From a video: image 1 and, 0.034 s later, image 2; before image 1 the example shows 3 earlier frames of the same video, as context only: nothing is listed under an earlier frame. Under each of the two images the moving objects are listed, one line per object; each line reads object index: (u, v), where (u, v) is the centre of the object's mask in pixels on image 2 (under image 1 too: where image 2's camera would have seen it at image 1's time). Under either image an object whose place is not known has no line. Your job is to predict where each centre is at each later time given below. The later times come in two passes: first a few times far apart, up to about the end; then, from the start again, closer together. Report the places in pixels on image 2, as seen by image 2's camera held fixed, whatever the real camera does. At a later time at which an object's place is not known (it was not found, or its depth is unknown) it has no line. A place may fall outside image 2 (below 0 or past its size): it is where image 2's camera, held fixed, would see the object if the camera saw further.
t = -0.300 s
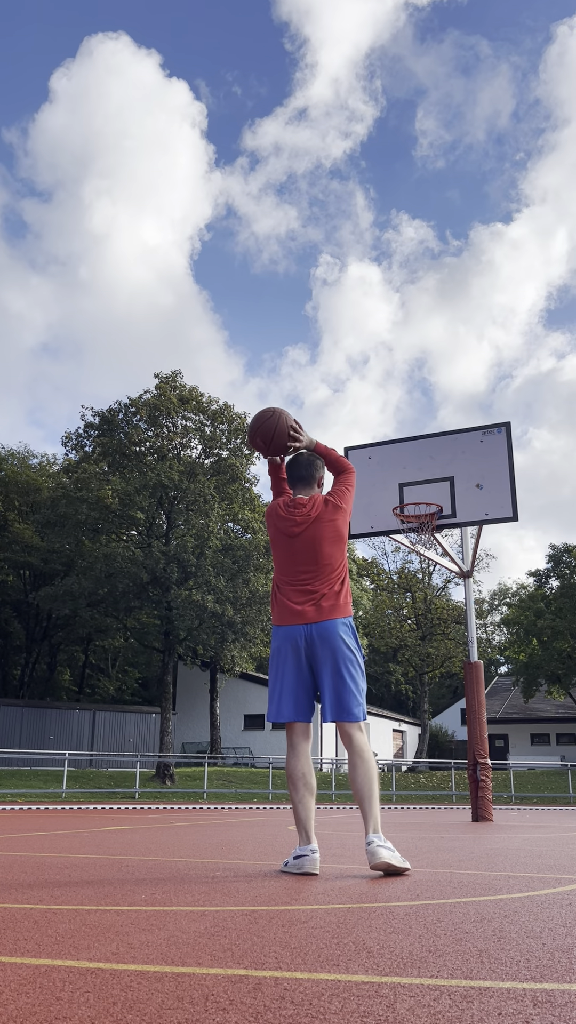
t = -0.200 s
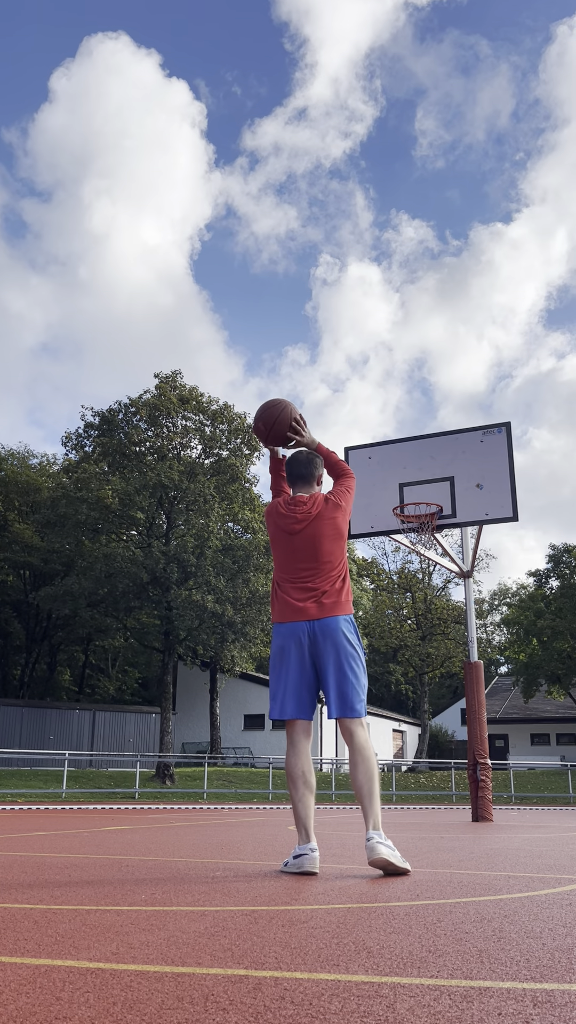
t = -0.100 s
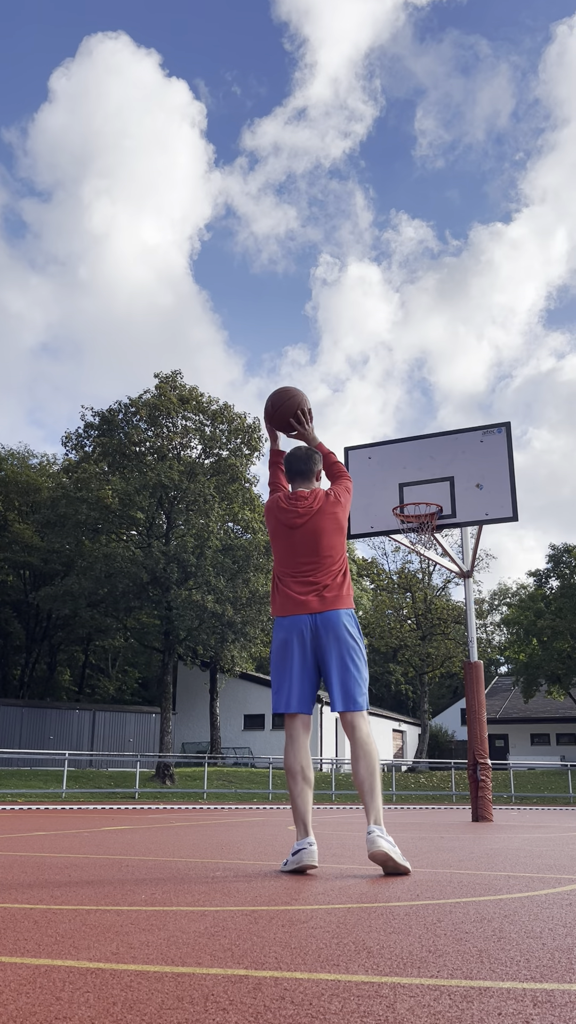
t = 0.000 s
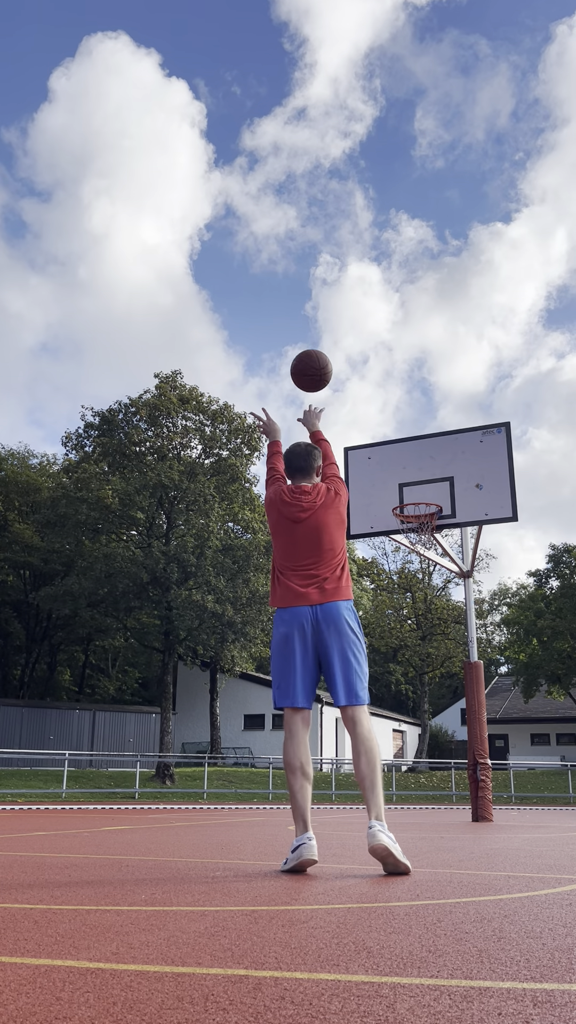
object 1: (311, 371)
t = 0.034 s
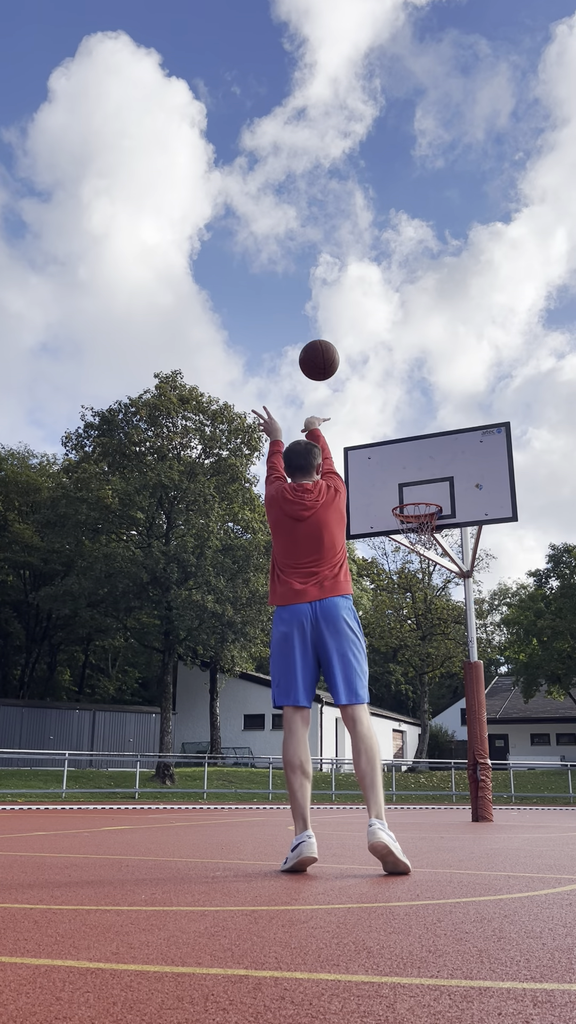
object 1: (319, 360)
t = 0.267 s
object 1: (361, 341)
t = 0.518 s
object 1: (392, 388)
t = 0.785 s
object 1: (418, 487)
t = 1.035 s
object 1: (397, 527)
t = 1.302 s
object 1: (416, 536)
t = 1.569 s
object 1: (454, 593)
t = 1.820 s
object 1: (493, 714)
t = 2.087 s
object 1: (521, 755)
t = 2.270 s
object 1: (530, 695)
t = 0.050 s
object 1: (323, 356)
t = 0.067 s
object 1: (326, 352)
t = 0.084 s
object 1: (330, 349)
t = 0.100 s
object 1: (333, 346)
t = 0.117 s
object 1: (336, 344)
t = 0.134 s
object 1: (339, 342)
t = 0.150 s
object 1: (342, 340)
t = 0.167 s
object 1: (345, 339)
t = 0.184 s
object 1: (348, 339)
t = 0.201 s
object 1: (351, 338)
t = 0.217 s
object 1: (353, 339)
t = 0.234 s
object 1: (356, 339)
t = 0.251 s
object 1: (358, 340)
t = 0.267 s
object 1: (361, 341)
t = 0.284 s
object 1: (363, 342)
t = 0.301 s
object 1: (365, 344)
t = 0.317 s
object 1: (368, 346)
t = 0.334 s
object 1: (370, 348)
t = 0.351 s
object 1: (372, 350)
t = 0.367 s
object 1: (374, 353)
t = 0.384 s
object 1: (377, 356)
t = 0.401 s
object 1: (378, 359)
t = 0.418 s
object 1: (381, 363)
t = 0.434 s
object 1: (383, 366)
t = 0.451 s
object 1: (384, 370)
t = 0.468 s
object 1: (386, 374)
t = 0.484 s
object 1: (388, 379)
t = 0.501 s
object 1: (390, 383)
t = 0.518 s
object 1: (392, 388)
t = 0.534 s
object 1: (394, 393)
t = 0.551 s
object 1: (395, 398)
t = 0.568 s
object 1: (397, 403)
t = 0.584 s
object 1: (399, 409)
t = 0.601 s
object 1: (401, 414)
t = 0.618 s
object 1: (402, 420)
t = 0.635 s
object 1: (404, 426)
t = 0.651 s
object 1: (406, 432)
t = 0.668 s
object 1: (407, 439)
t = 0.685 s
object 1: (408, 445)
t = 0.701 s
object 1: (410, 452)
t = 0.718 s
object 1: (411, 458)
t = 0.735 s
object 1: (413, 465)
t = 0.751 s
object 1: (415, 472)
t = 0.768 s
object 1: (416, 480)
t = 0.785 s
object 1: (418, 487)
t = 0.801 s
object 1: (419, 493)
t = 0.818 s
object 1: (420, 500)
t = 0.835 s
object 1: (422, 508)
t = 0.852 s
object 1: (423, 514)
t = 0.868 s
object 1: (423, 518)
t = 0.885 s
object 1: (422, 523)
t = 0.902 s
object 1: (418, 529)
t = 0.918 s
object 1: (415, 534)
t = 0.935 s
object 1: (412, 536)
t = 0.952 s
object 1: (409, 535)
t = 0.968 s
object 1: (406, 534)
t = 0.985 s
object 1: (402, 534)
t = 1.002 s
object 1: (400, 531)
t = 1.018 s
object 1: (398, 529)
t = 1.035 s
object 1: (397, 527)
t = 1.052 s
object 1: (398, 525)
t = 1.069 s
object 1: (396, 524)
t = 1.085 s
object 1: (396, 524)
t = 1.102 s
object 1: (396, 524)
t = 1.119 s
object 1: (397, 524)
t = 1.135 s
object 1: (398, 525)
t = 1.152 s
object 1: (399, 525)
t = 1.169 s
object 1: (401, 526)
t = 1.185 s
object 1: (402, 527)
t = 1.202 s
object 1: (404, 528)
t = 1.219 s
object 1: (407, 529)
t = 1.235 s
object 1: (409, 530)
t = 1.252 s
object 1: (410, 533)
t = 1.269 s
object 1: (412, 533)
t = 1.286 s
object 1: (414, 535)
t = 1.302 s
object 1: (416, 536)
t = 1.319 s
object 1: (419, 535)
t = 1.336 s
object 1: (421, 539)
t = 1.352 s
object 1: (424, 538)
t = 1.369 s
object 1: (426, 543)
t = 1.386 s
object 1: (429, 547)
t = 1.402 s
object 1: (431, 549)
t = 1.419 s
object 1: (433, 552)
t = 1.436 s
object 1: (435, 555)
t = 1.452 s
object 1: (437, 559)
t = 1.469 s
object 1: (440, 563)
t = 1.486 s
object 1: (442, 567)
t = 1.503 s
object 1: (444, 572)
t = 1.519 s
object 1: (447, 577)
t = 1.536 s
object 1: (449, 582)
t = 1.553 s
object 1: (452, 587)
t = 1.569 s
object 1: (454, 593)
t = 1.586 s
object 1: (456, 599)
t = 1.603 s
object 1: (459, 605)
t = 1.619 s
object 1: (461, 612)
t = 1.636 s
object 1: (464, 619)
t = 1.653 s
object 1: (467, 626)
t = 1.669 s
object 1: (469, 634)
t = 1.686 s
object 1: (472, 641)
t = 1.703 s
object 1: (474, 649)
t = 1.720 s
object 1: (477, 657)
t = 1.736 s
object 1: (480, 666)
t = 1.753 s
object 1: (482, 675)
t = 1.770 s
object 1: (485, 685)
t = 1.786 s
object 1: (487, 694)
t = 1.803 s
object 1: (490, 704)
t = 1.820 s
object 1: (493, 714)
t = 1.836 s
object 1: (495, 725)
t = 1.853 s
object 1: (498, 736)
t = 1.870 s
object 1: (501, 748)
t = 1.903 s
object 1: (506, 771)
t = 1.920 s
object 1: (509, 784)
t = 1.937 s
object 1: (512, 797)
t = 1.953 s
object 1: (514, 810)
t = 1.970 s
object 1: (516, 815)
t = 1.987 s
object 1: (517, 805)
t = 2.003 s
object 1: (517, 796)
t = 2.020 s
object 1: (518, 787)
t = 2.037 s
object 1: (519, 779)
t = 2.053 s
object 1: (519, 770)
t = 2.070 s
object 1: (520, 763)
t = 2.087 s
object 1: (521, 755)
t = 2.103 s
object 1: (521, 748)
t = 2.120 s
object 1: (522, 741)
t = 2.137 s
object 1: (523, 735)
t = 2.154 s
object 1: (524, 729)
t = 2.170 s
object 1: (525, 723)
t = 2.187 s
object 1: (525, 717)
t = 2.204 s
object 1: (526, 712)
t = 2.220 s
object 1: (527, 707)
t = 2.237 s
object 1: (528, 703)
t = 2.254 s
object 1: (529, 699)
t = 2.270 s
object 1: (530, 695)
